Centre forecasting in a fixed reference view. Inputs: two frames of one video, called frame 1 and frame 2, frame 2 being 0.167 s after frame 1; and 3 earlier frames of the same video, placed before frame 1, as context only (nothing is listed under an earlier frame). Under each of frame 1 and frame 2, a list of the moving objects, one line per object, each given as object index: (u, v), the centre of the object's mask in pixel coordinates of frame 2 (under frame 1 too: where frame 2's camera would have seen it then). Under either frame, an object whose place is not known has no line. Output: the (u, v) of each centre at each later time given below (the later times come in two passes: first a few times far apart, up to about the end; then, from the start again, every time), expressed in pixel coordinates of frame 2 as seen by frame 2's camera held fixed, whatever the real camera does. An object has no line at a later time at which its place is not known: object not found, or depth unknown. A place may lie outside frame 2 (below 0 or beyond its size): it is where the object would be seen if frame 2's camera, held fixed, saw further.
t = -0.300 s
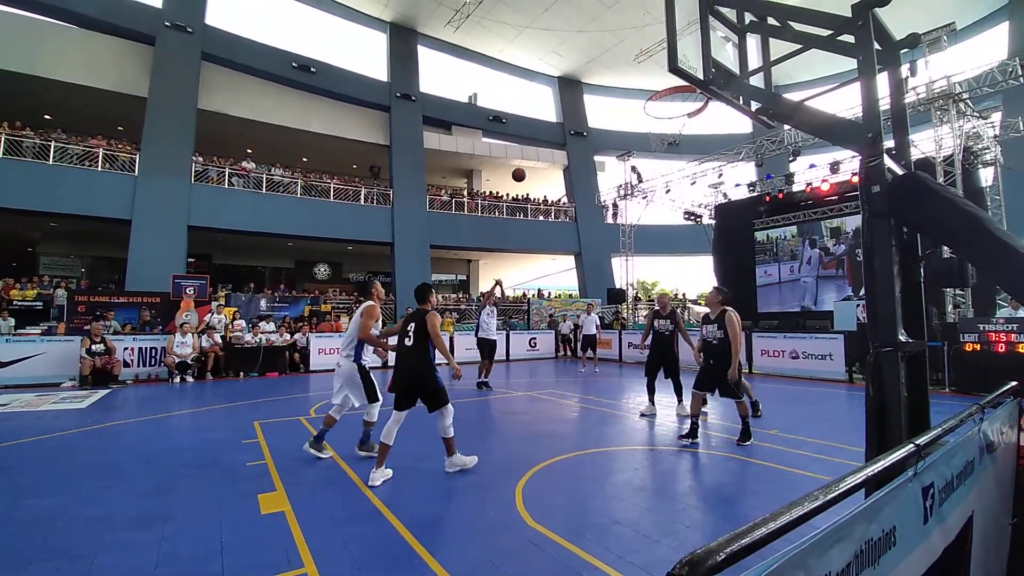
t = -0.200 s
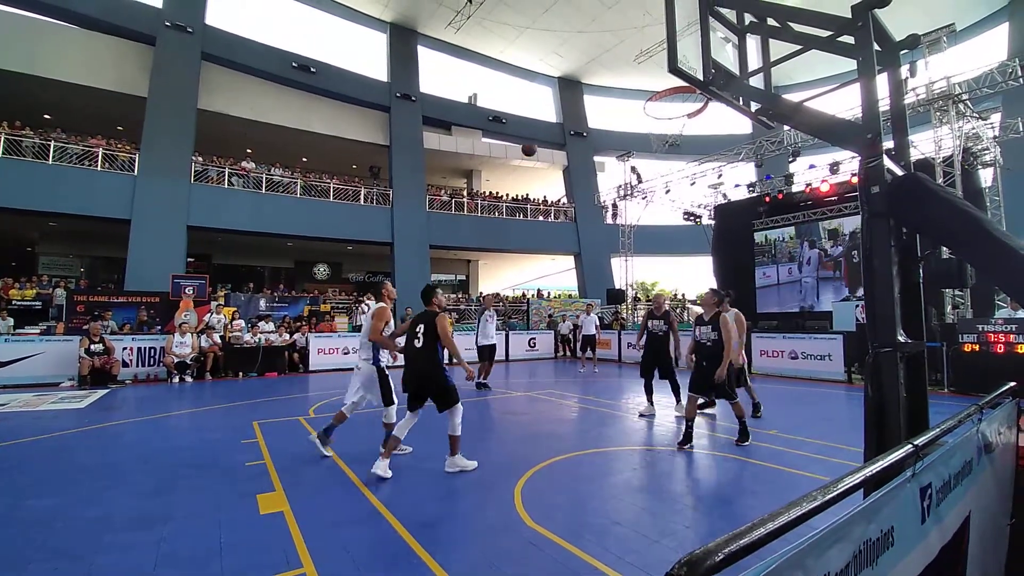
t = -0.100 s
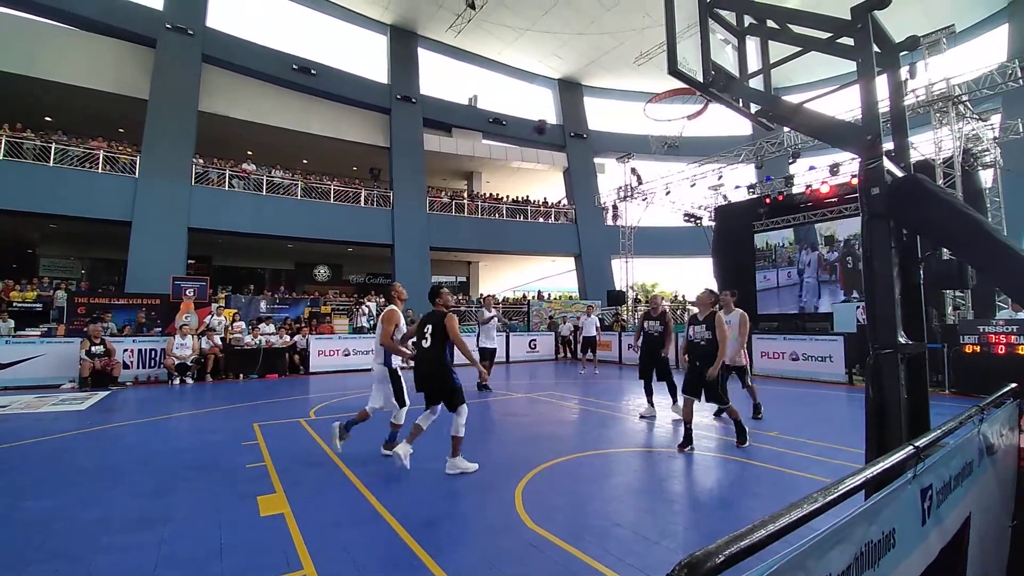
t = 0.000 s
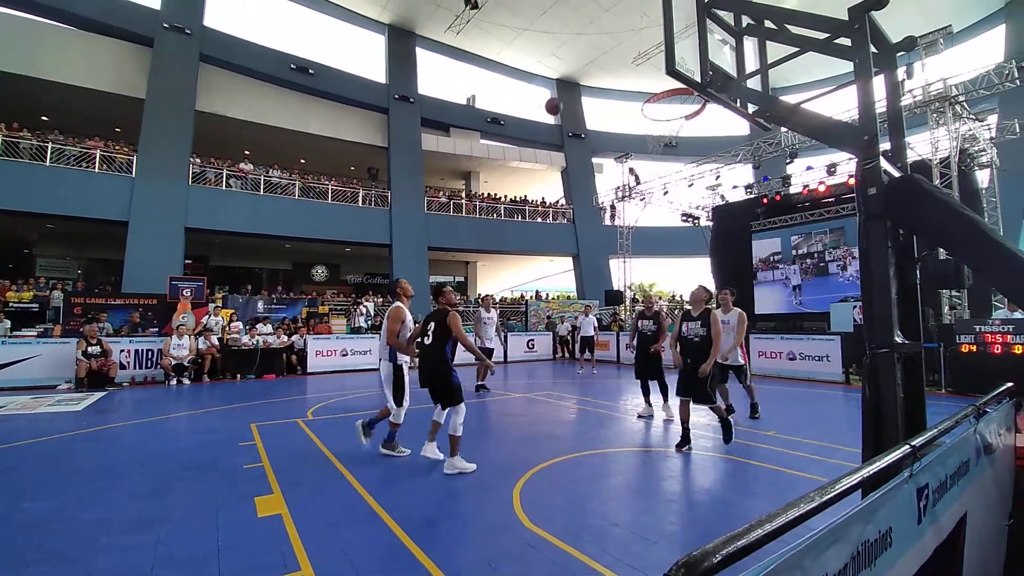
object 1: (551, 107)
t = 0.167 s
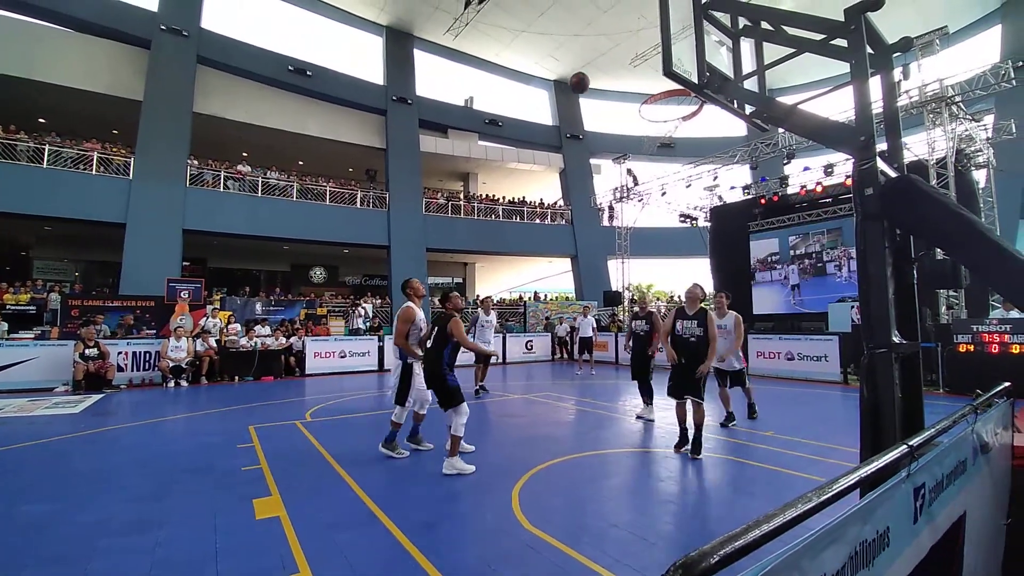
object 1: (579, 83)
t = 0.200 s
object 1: (586, 80)
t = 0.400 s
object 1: (640, 80)
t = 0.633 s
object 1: (670, 138)
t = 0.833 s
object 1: (673, 146)
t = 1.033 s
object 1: (678, 174)
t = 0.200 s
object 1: (586, 80)
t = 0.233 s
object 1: (593, 77)
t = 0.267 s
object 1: (601, 76)
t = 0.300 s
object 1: (609, 75)
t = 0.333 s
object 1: (619, 75)
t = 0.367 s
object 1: (629, 77)
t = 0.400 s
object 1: (640, 80)
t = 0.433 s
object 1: (651, 83)
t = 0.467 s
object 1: (663, 90)
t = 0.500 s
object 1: (674, 106)
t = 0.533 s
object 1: (675, 125)
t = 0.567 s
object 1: (675, 140)
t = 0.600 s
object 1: (673, 141)
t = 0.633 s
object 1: (670, 138)
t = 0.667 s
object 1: (669, 136)
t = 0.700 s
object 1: (669, 137)
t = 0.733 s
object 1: (671, 138)
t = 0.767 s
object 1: (671, 141)
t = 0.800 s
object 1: (672, 144)
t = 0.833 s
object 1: (673, 146)
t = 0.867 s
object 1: (674, 149)
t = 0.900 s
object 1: (675, 151)
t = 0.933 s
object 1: (676, 154)
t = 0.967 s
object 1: (676, 159)
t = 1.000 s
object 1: (677, 166)
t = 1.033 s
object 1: (678, 174)
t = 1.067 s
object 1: (678, 183)
